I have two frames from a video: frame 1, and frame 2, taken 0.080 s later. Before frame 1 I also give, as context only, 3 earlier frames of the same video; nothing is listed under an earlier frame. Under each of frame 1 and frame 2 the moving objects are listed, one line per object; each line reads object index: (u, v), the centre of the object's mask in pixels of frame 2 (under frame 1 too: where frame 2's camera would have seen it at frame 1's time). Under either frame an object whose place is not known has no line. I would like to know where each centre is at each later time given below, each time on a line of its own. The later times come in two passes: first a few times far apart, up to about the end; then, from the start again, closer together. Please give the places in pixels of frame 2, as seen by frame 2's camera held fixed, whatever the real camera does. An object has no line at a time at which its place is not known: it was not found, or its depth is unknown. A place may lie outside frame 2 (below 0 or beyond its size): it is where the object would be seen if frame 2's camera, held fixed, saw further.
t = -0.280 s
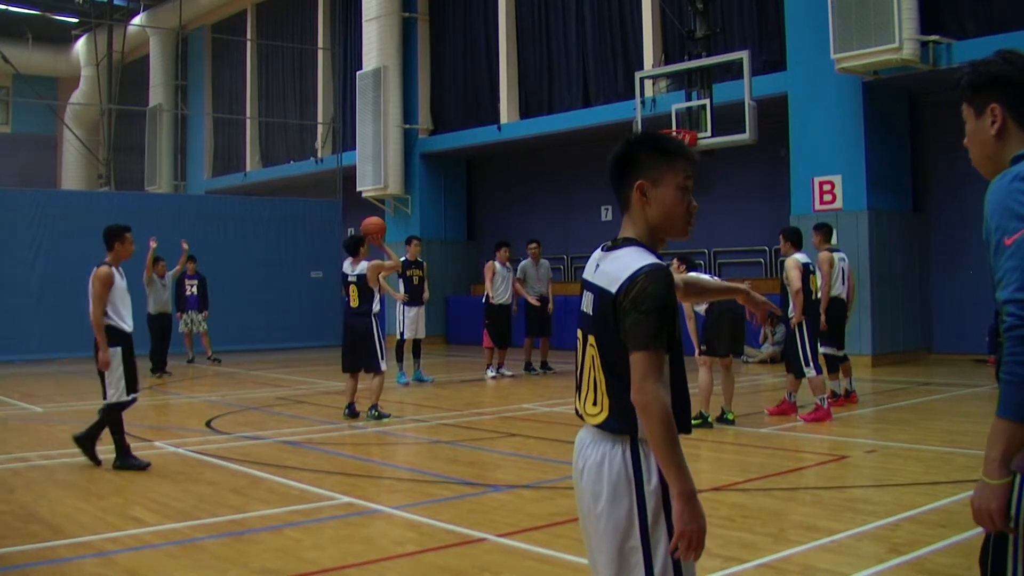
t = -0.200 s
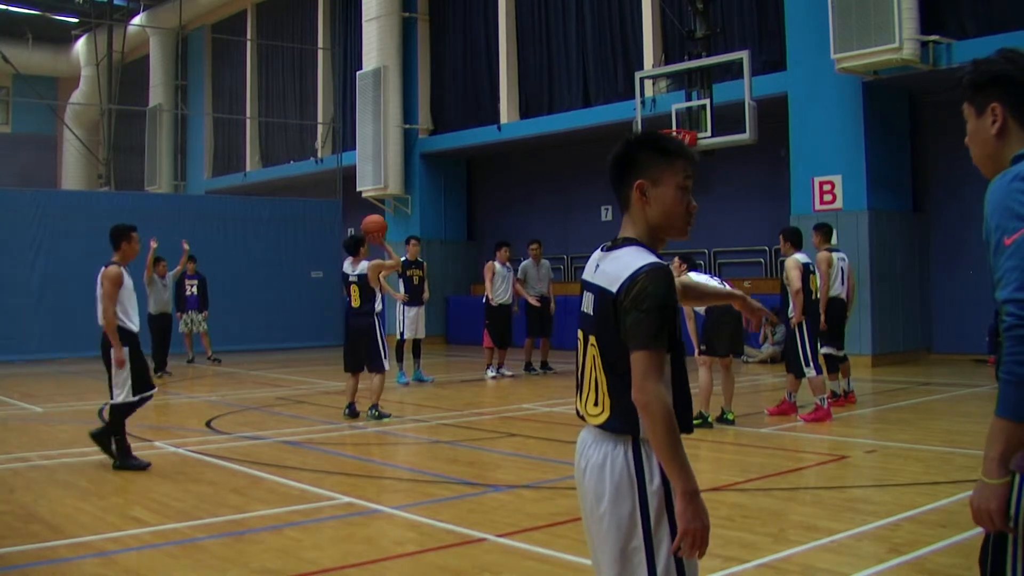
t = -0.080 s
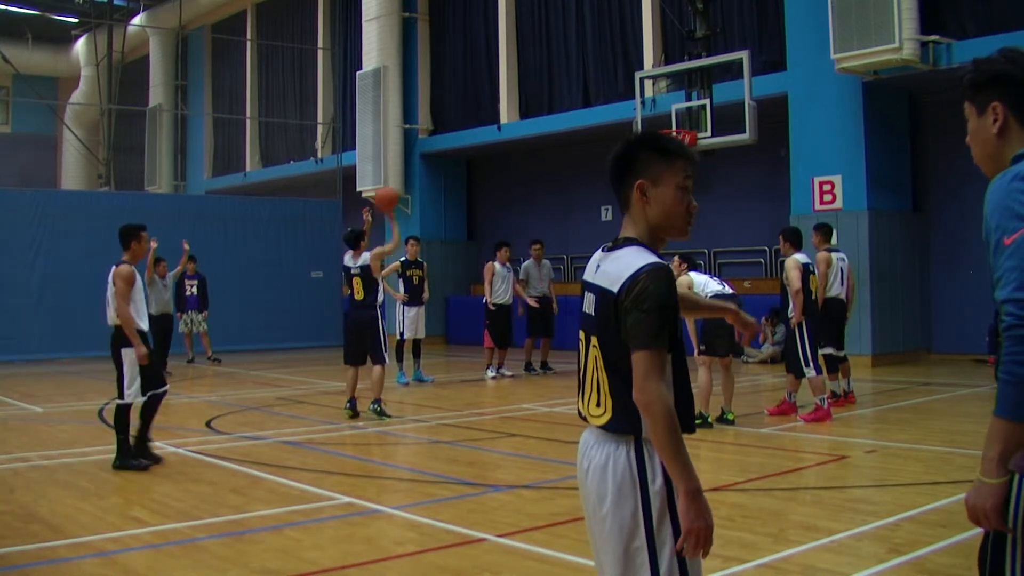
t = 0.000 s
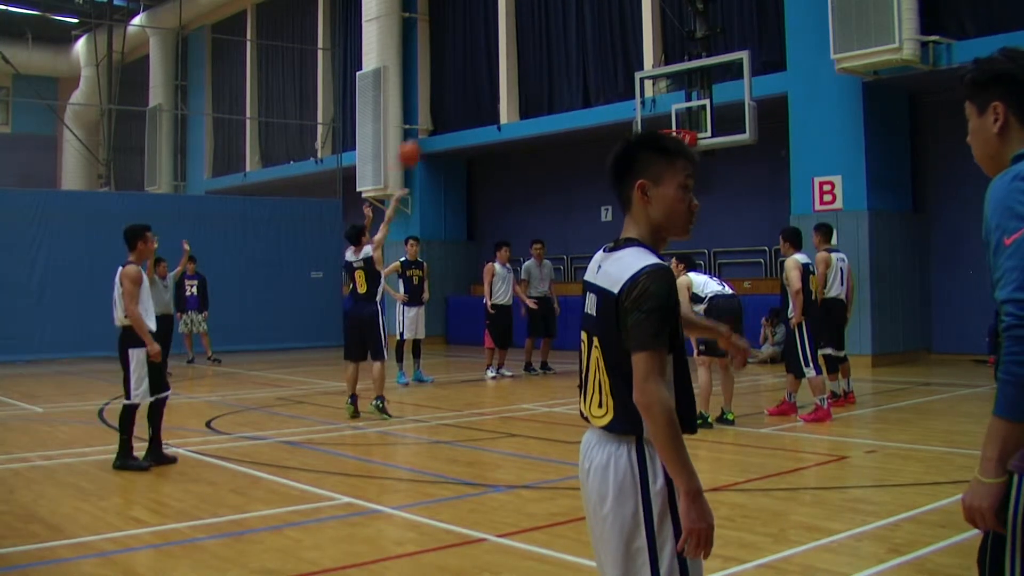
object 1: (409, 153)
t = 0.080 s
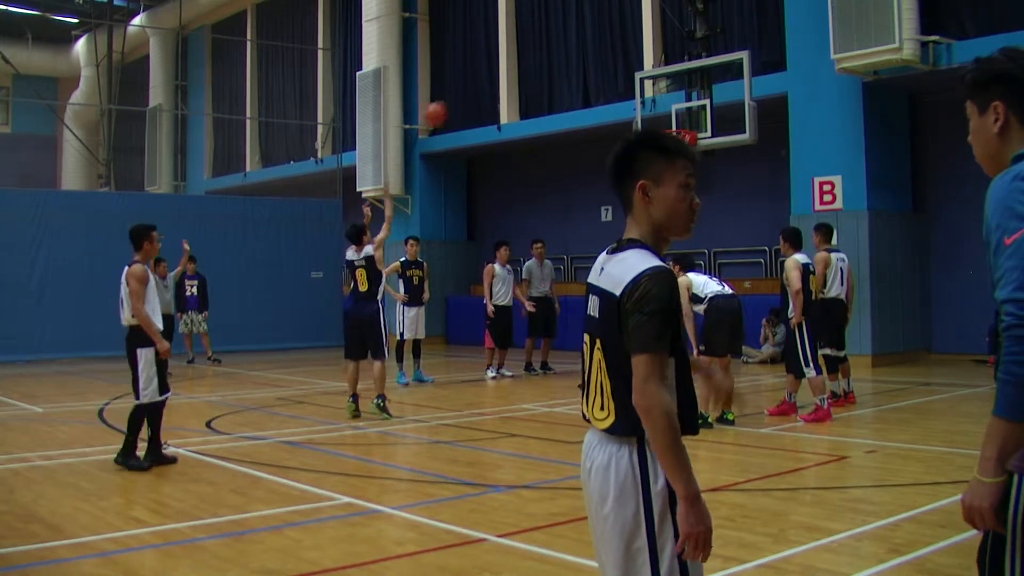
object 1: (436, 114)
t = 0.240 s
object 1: (483, 61)
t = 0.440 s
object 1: (537, 28)
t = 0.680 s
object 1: (597, 35)
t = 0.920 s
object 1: (655, 87)
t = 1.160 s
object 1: (665, 137)
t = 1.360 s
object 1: (680, 166)
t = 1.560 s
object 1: (698, 221)
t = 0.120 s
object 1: (448, 99)
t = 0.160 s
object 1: (459, 84)
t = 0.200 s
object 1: (471, 72)
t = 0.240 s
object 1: (483, 61)
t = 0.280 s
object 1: (493, 51)
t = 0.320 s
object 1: (505, 43)
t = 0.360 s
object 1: (516, 36)
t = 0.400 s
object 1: (526, 31)
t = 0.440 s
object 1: (537, 28)
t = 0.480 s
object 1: (548, 25)
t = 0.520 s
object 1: (559, 25)
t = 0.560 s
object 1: (568, 25)
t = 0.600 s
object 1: (578, 27)
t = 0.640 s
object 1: (588, 30)
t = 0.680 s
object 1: (597, 35)
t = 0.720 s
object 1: (608, 41)
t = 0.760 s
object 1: (618, 48)
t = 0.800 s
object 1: (627, 56)
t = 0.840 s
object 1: (635, 65)
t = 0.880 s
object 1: (645, 76)
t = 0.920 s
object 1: (655, 87)
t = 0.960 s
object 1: (664, 101)
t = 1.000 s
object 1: (673, 114)
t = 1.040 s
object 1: (681, 125)
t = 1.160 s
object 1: (665, 137)
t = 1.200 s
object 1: (666, 142)
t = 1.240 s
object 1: (669, 146)
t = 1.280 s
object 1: (674, 154)
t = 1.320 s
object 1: (677, 158)
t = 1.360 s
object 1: (680, 166)
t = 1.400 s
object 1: (684, 175)
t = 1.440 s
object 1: (687, 184)
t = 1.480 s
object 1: (690, 194)
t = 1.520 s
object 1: (695, 208)
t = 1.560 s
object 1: (698, 221)
